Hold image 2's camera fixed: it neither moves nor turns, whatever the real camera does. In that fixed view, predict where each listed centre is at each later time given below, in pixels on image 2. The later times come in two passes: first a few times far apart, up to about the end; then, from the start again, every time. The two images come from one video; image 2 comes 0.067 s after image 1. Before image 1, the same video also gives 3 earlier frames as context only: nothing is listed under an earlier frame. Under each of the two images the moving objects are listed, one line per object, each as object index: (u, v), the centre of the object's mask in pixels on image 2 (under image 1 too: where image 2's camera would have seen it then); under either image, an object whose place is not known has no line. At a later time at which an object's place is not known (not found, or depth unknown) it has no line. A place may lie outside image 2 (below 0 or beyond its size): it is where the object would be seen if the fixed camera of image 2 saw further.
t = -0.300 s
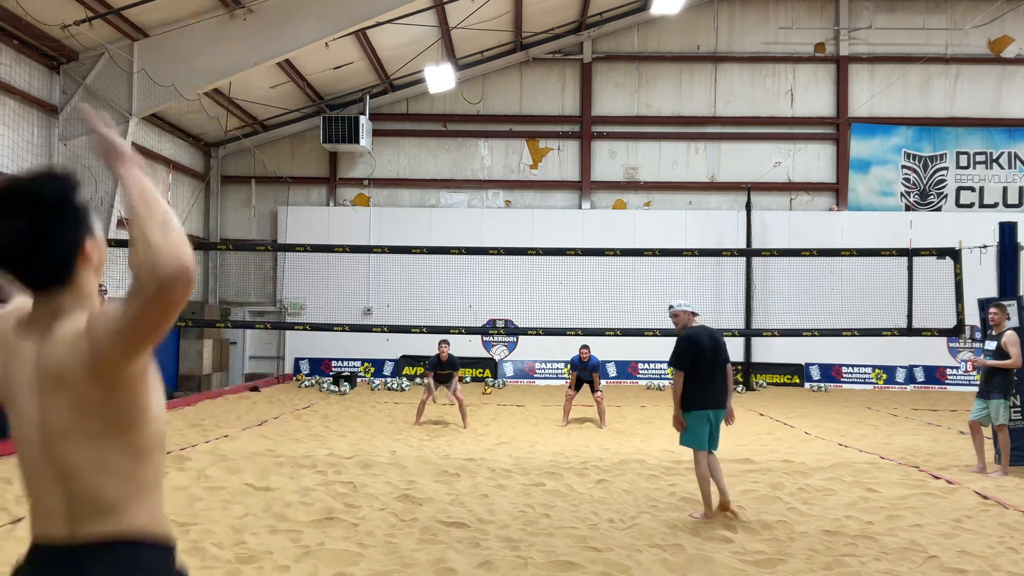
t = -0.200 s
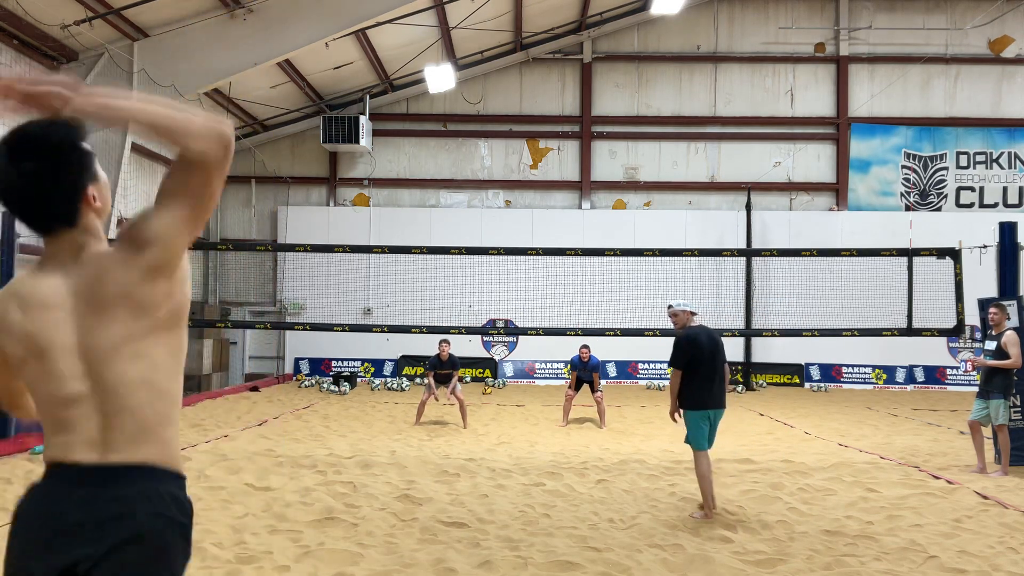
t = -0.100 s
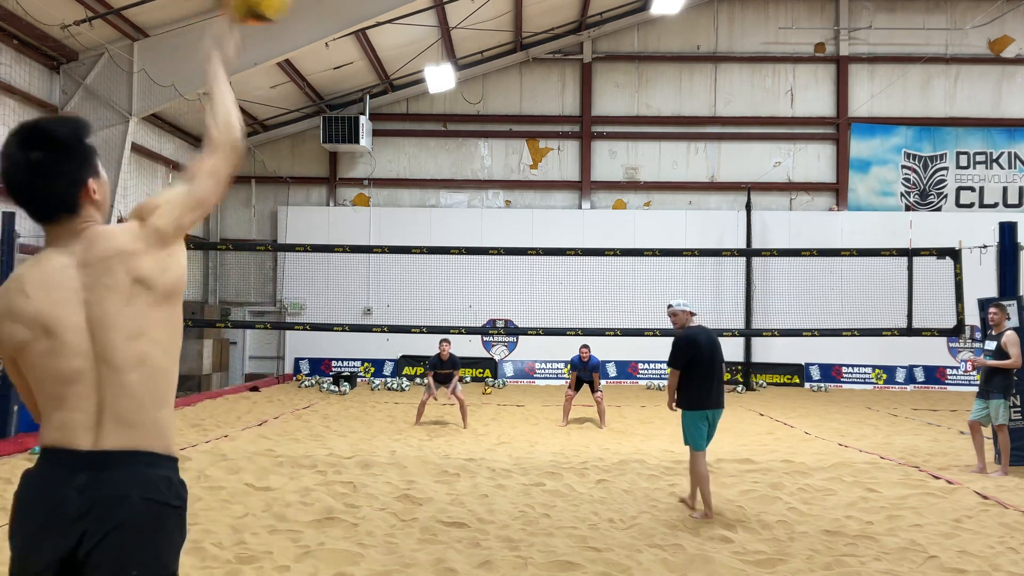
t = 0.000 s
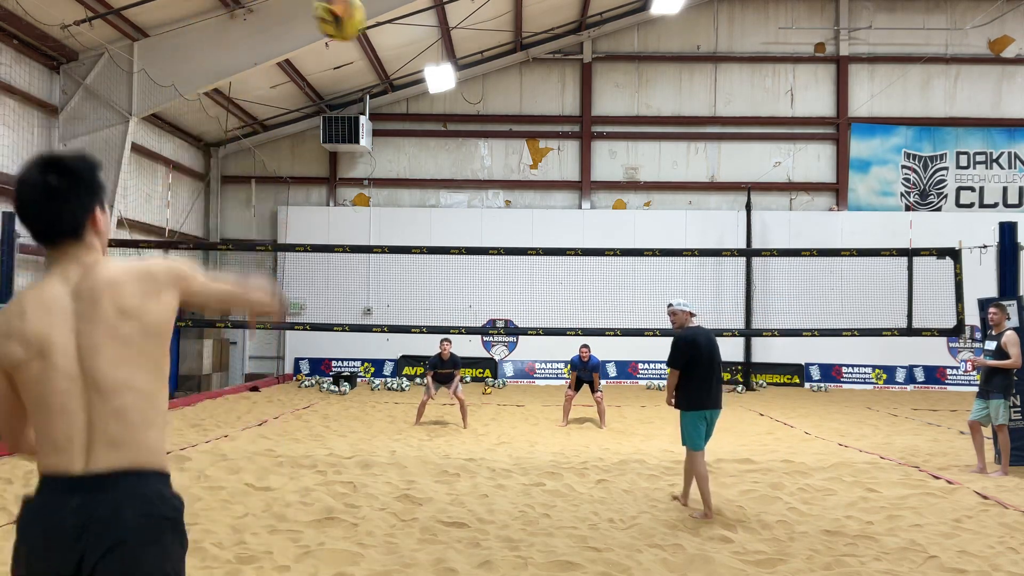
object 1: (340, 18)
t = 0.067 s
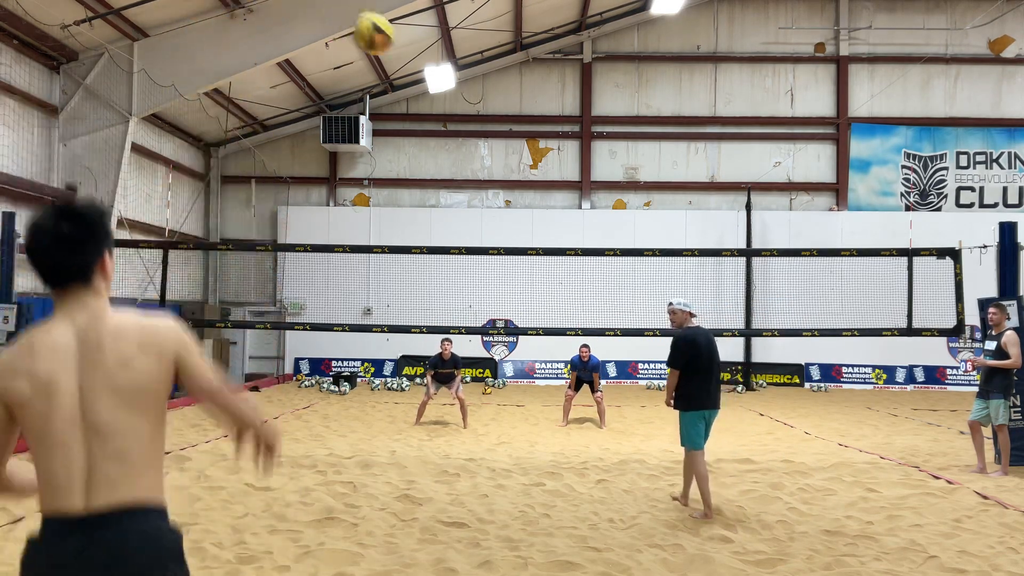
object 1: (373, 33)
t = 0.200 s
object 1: (413, 70)
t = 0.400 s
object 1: (449, 124)
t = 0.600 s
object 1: (465, 178)
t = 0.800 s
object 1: (478, 231)
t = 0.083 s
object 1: (380, 38)
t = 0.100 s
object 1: (386, 42)
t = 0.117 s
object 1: (392, 47)
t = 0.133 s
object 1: (397, 52)
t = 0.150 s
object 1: (402, 57)
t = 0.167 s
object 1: (407, 62)
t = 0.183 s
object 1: (411, 66)
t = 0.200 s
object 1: (413, 70)
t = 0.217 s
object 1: (417, 75)
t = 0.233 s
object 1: (421, 79)
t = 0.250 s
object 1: (423, 84)
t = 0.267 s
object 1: (427, 89)
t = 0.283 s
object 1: (430, 93)
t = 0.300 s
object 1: (435, 98)
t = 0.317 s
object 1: (438, 102)
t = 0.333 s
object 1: (440, 107)
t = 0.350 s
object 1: (443, 110)
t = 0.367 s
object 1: (445, 115)
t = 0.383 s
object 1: (447, 119)
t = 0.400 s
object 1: (449, 124)
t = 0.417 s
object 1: (450, 128)
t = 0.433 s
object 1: (452, 132)
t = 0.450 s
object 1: (453, 137)
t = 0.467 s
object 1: (455, 142)
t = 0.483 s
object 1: (457, 146)
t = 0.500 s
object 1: (458, 151)
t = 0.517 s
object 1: (459, 156)
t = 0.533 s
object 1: (461, 160)
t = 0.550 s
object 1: (462, 164)
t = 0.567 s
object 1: (463, 169)
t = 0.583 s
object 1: (464, 173)
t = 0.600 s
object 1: (465, 178)
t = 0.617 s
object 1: (467, 182)
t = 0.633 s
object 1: (467, 186)
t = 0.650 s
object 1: (468, 191)
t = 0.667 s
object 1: (469, 195)
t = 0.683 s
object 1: (470, 200)
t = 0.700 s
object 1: (471, 204)
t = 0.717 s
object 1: (472, 208)
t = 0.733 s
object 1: (474, 212)
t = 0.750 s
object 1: (475, 218)
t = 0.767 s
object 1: (476, 222)
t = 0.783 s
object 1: (477, 226)
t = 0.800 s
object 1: (478, 231)
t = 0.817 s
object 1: (479, 235)
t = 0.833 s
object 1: (480, 240)
